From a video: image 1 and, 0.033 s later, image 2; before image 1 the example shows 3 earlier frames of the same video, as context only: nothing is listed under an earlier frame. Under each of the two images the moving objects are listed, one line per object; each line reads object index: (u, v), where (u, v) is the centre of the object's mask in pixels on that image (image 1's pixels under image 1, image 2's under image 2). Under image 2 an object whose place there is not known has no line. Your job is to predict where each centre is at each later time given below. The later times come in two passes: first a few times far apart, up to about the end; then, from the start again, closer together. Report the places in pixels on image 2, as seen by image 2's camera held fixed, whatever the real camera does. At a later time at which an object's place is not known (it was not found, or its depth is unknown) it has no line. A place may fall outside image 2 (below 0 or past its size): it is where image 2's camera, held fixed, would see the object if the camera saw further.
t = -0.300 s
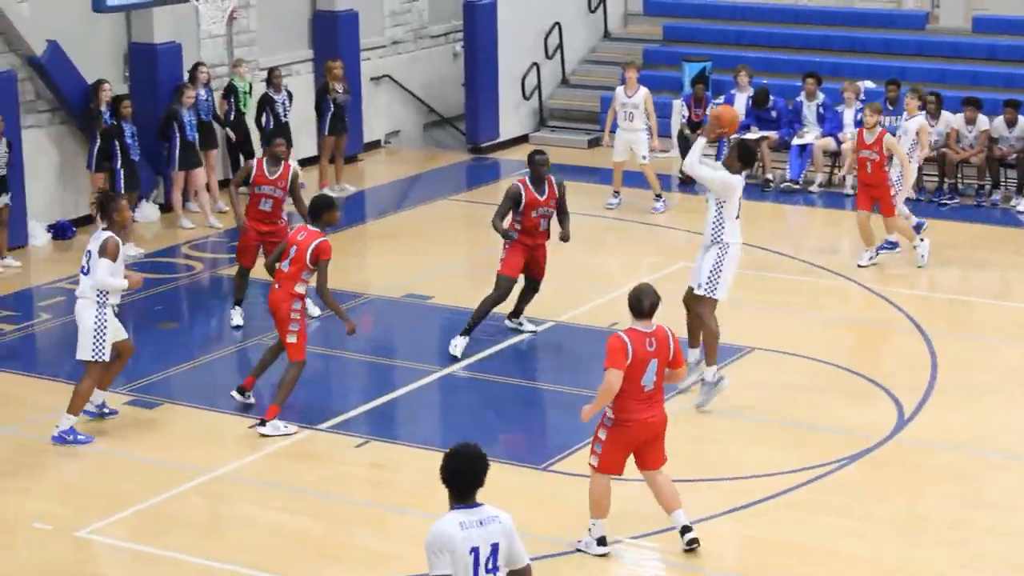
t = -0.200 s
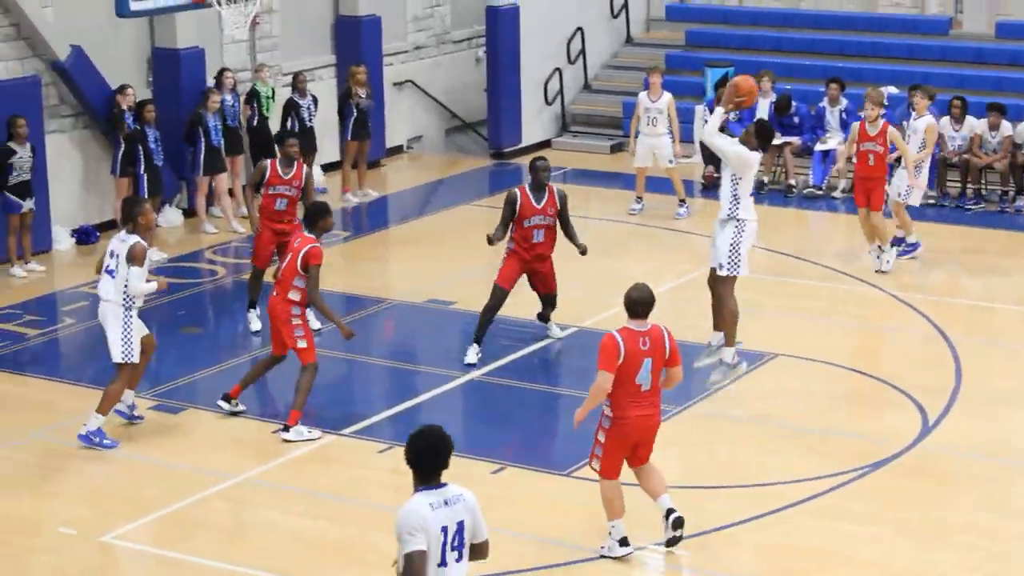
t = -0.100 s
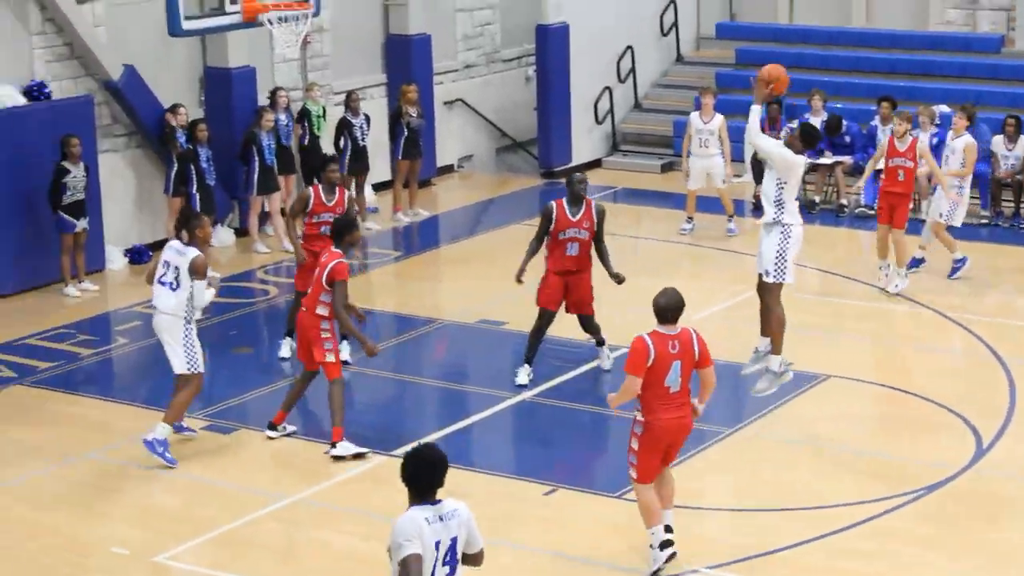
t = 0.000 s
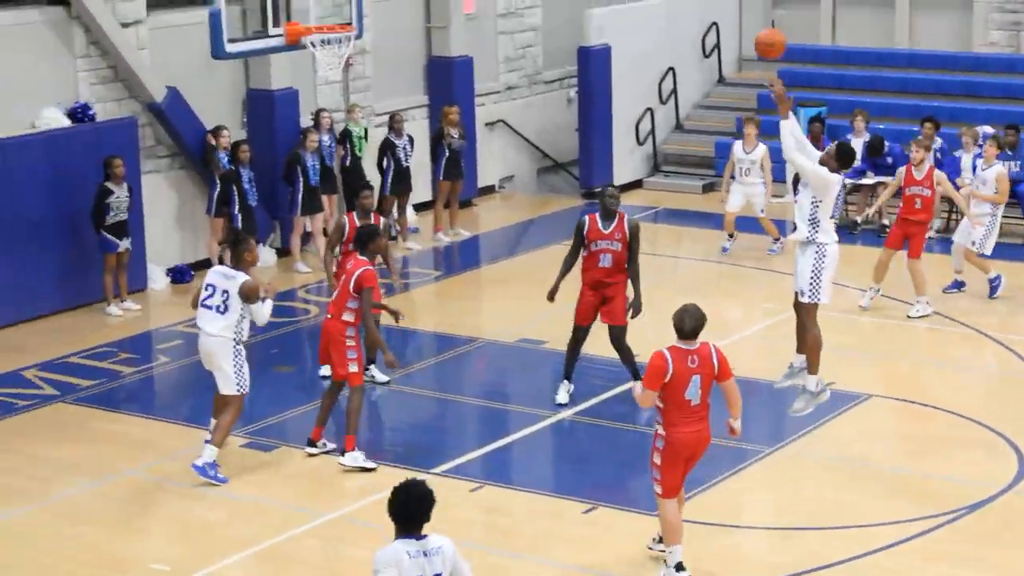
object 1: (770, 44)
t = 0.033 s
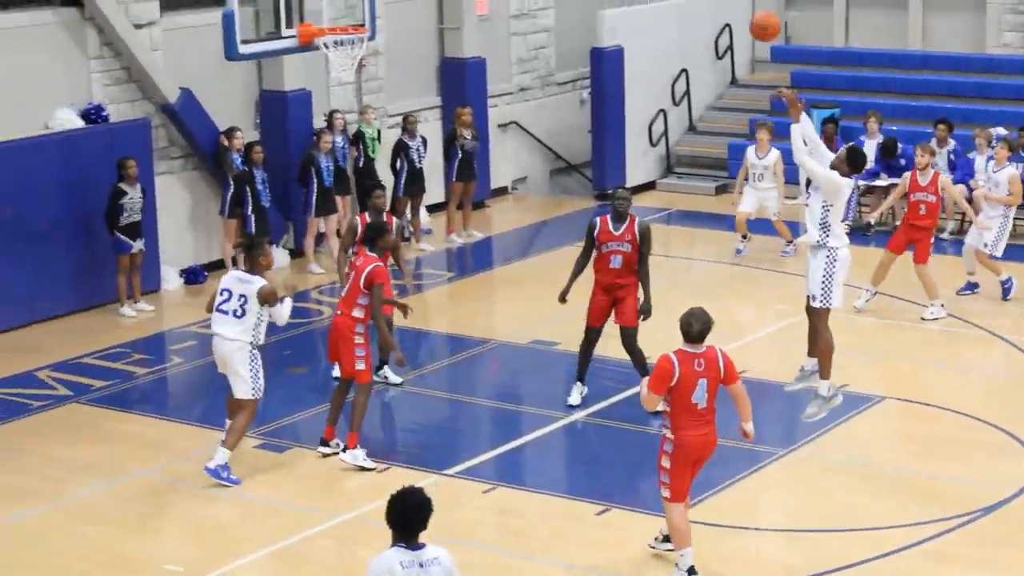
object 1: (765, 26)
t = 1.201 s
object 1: (327, -32)
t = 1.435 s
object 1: (317, -6)
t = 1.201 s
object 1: (327, -32)
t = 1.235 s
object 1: (324, -31)
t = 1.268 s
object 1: (321, -27)
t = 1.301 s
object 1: (317, -23)
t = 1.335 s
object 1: (314, -18)
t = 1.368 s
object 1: (311, -13)
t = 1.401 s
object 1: (314, -9)
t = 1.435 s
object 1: (317, -6)
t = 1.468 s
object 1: (320, 0)
